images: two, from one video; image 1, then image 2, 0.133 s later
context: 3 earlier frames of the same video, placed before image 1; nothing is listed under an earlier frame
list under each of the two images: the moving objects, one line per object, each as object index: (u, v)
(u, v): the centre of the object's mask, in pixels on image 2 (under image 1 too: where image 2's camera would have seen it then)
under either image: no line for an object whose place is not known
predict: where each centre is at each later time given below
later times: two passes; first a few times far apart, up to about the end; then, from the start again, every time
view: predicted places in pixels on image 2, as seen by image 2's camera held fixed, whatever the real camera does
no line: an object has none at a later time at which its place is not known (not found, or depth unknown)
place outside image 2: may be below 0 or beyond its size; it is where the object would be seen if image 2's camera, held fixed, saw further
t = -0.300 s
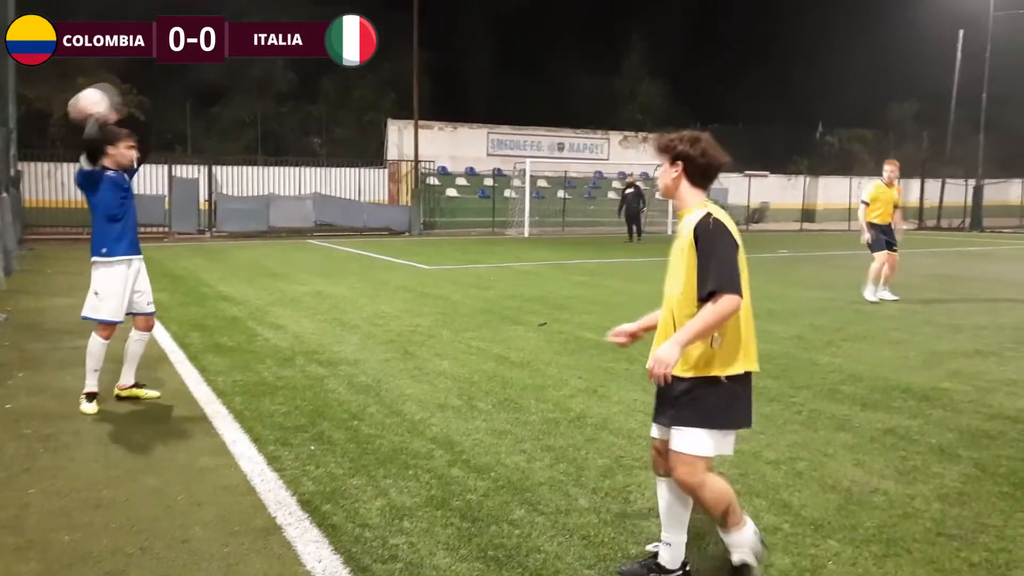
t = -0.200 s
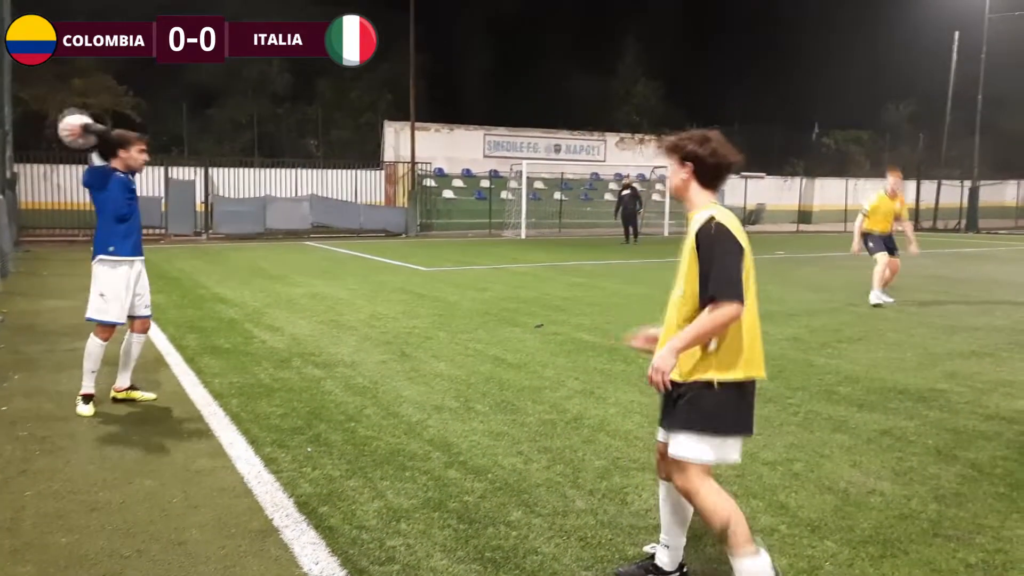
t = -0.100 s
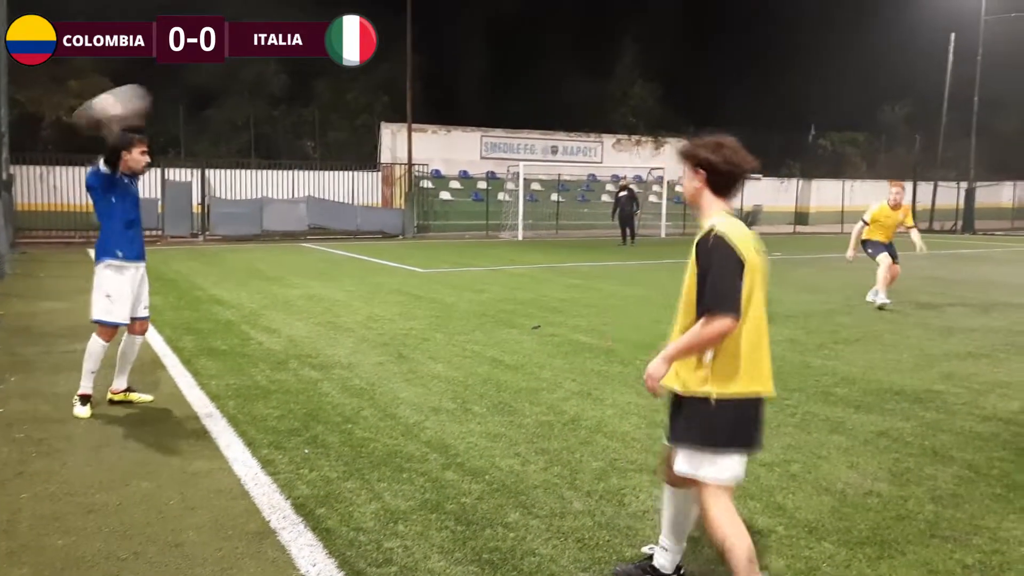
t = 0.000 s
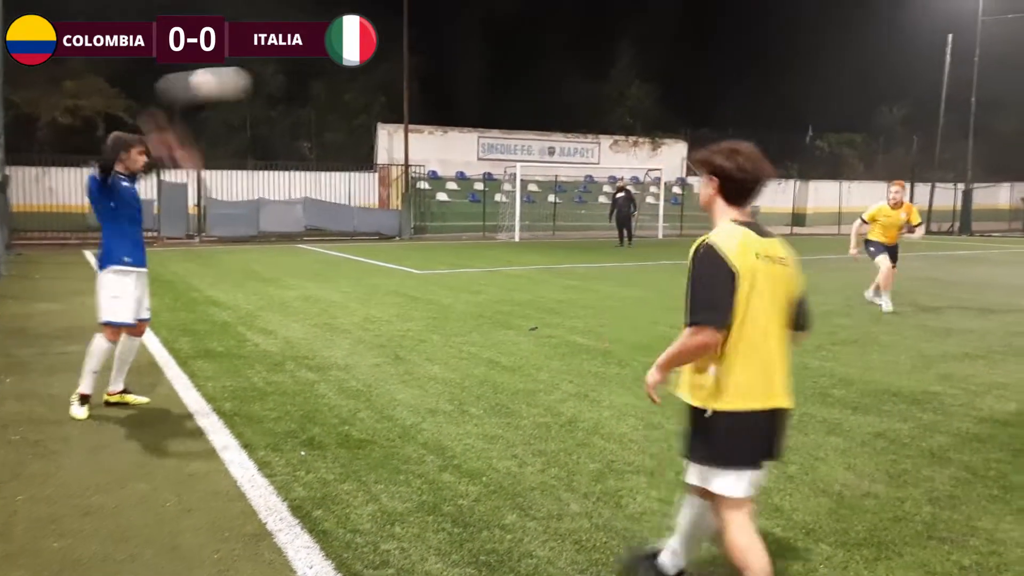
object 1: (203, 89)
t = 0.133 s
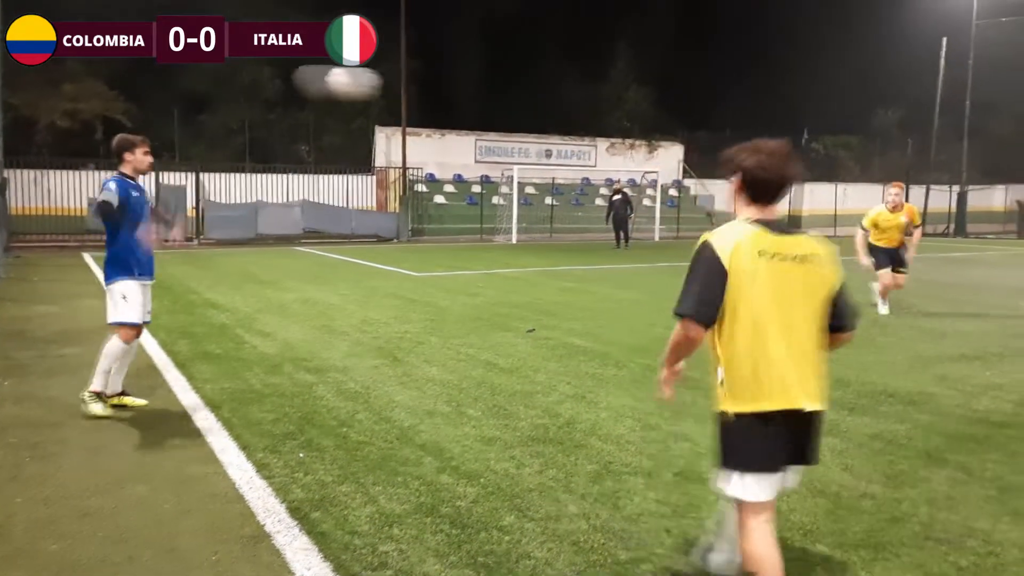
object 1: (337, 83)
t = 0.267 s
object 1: (467, 103)
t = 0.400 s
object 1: (591, 145)
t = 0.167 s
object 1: (370, 85)
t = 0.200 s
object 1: (403, 89)
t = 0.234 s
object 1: (436, 95)
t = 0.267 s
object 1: (467, 103)
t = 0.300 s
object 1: (497, 111)
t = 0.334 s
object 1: (525, 119)
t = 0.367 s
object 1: (554, 128)
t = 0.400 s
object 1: (591, 145)
